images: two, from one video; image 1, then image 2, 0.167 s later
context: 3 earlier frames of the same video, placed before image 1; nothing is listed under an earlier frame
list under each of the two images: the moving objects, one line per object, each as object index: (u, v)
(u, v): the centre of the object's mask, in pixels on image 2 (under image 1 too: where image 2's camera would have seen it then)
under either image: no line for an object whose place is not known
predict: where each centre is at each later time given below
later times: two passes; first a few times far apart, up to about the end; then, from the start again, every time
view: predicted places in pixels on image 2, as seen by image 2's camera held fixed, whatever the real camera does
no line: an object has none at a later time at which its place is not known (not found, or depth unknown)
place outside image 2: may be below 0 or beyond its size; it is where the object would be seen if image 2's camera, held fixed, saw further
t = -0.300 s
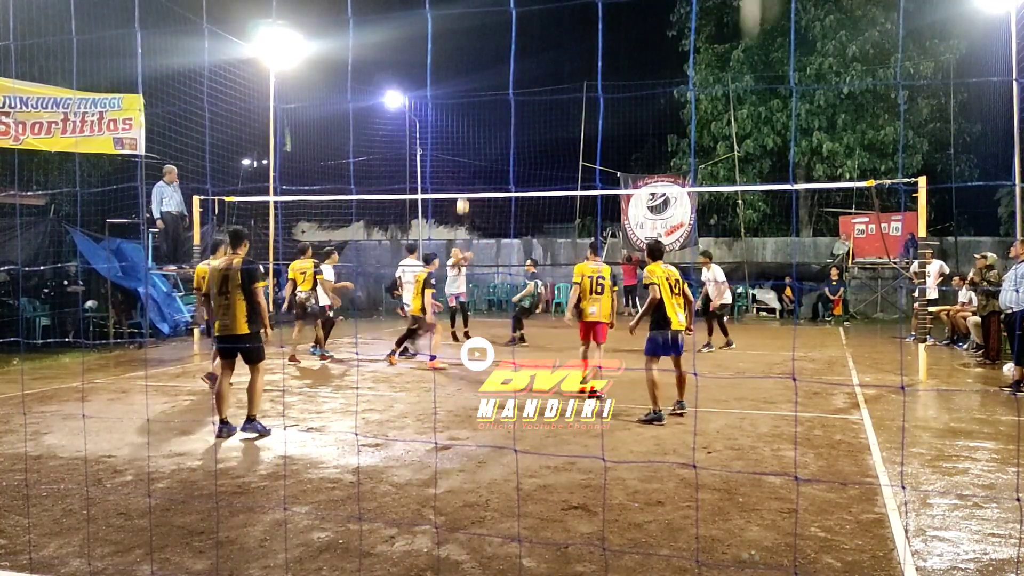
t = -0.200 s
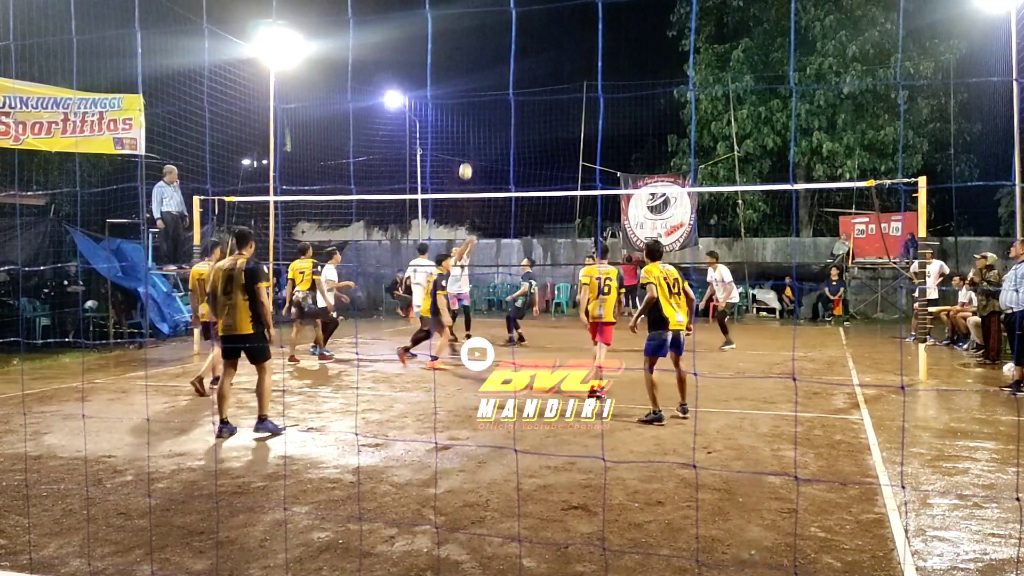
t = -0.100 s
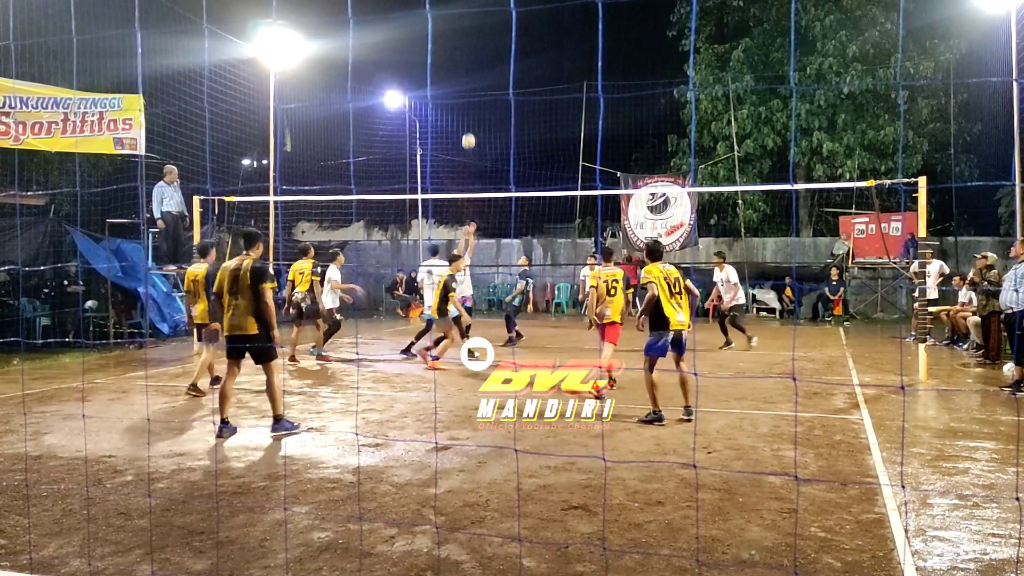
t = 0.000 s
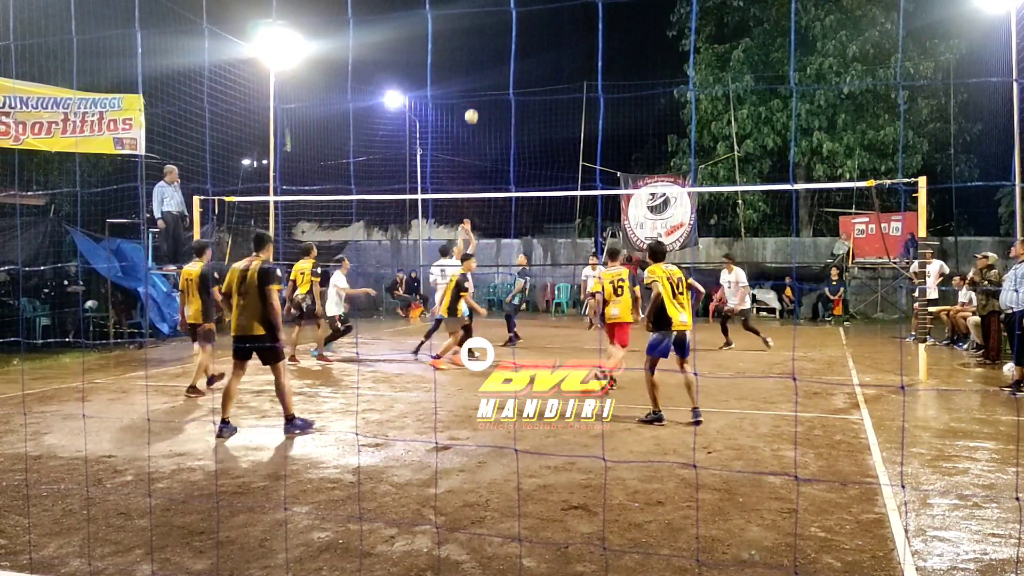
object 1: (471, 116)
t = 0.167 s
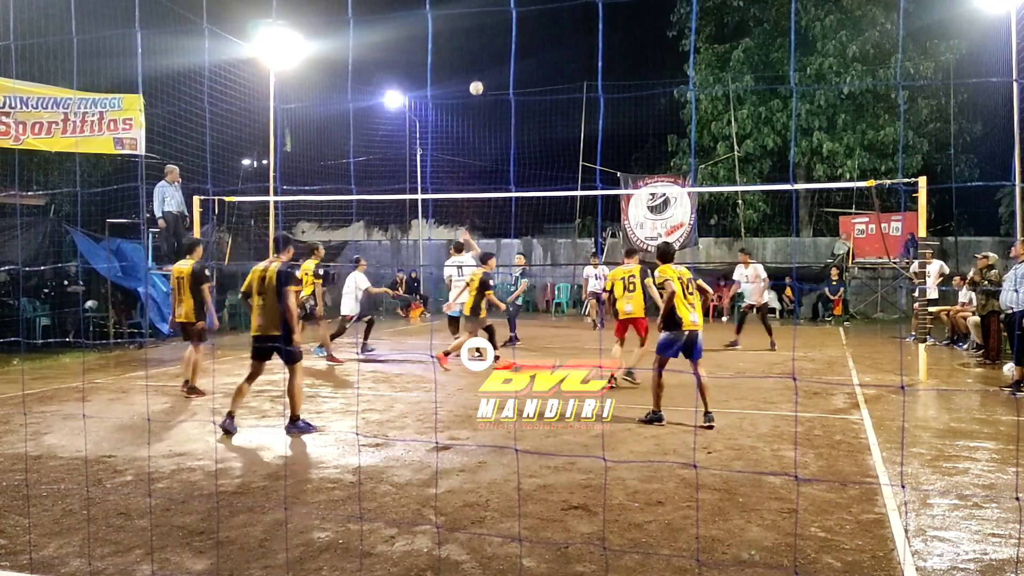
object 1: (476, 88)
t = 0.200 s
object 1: (477, 84)
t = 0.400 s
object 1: (483, 74)
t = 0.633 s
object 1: (490, 91)
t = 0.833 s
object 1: (497, 131)
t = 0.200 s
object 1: (477, 84)
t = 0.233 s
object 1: (478, 81)
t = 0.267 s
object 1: (479, 78)
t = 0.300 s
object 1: (480, 76)
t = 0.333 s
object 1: (481, 75)
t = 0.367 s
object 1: (482, 74)
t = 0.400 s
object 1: (483, 74)
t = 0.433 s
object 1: (484, 74)
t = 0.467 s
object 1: (485, 75)
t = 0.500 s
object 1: (486, 77)
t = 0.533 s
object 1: (487, 80)
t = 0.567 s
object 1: (488, 83)
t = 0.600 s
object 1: (489, 87)
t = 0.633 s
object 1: (490, 91)
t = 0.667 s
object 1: (491, 97)
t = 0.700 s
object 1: (492, 102)
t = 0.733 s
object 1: (493, 108)
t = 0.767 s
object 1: (495, 115)
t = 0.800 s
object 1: (496, 123)
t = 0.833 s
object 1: (497, 131)
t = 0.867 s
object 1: (498, 141)
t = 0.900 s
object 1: (499, 150)
